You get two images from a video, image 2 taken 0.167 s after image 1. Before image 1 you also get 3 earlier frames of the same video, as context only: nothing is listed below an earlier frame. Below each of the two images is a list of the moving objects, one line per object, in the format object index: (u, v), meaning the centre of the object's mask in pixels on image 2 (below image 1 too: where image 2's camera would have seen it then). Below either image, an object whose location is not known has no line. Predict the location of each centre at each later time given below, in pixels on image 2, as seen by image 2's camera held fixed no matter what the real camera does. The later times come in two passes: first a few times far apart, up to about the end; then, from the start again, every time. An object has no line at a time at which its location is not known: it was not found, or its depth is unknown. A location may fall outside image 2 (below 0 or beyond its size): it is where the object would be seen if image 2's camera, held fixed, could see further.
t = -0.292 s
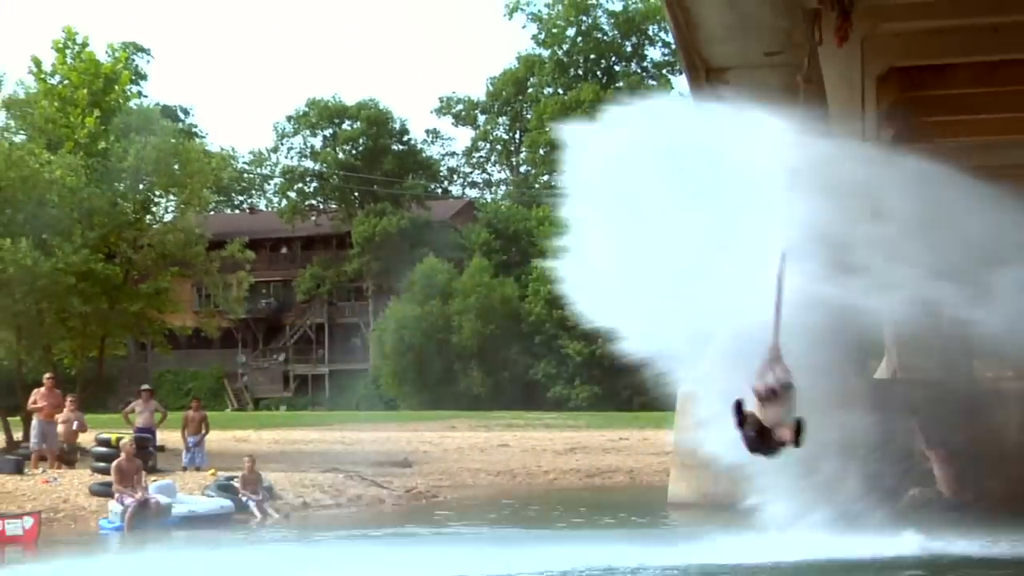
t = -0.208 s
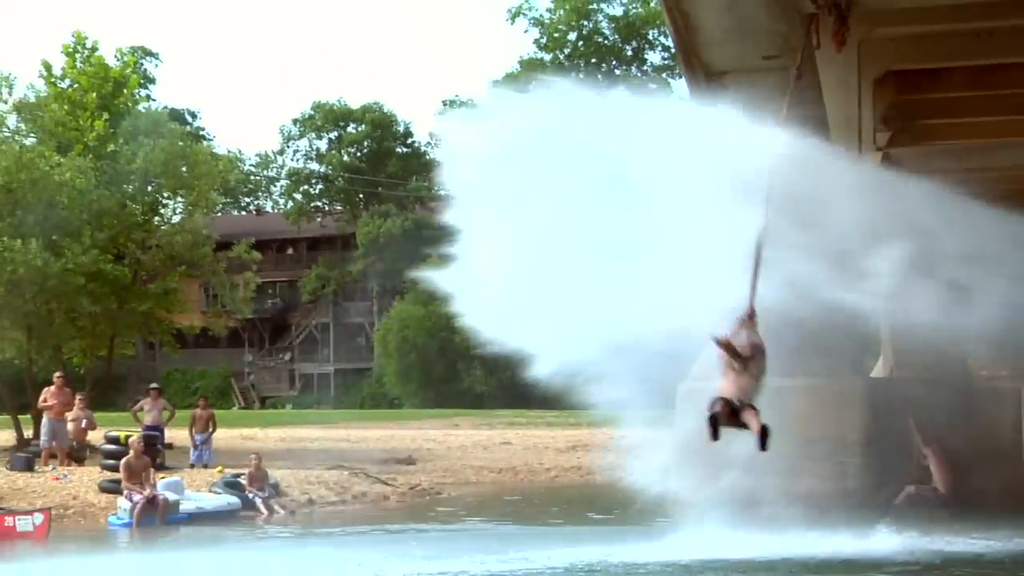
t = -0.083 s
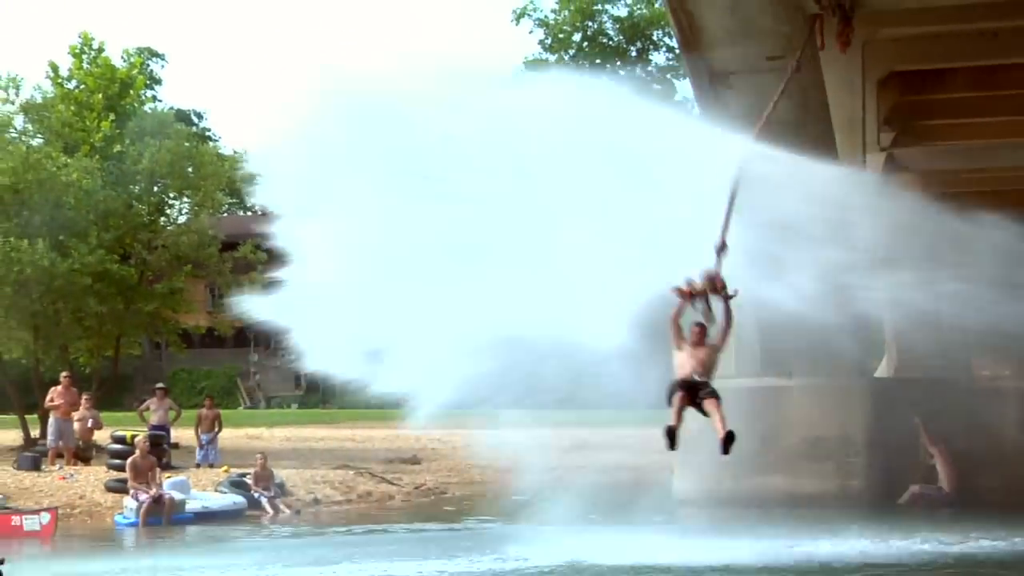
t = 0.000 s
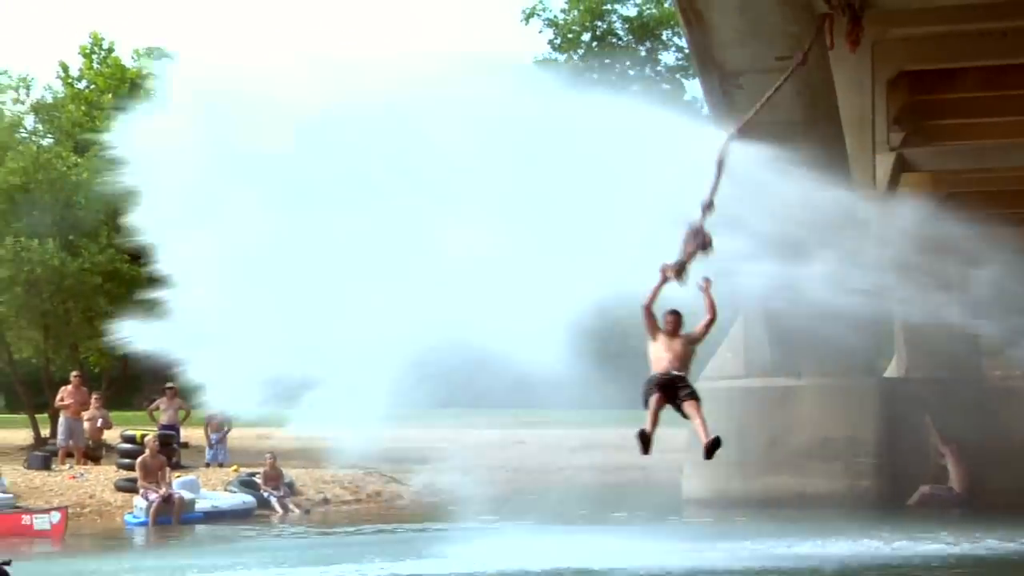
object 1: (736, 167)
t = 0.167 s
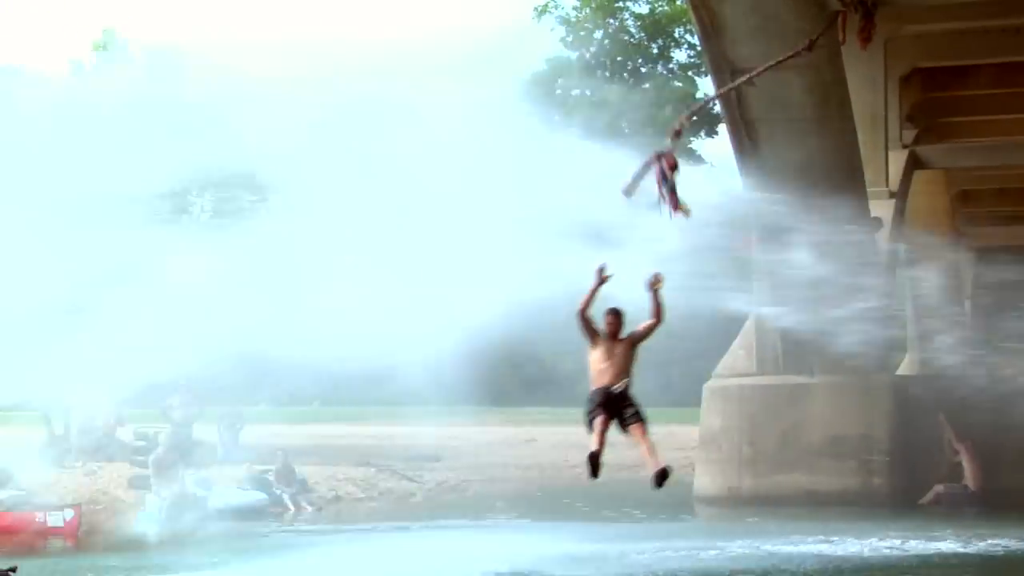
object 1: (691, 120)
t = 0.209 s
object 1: (688, 104)
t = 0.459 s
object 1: (683, 86)
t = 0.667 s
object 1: (654, 126)
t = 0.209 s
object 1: (688, 104)
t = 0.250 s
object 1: (682, 99)
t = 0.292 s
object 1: (682, 93)
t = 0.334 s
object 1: (680, 91)
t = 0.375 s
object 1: (678, 88)
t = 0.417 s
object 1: (676, 85)
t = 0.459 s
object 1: (683, 86)
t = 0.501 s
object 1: (682, 92)
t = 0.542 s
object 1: (678, 99)
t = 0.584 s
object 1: (671, 109)
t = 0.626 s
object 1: (660, 118)
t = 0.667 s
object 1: (654, 126)
